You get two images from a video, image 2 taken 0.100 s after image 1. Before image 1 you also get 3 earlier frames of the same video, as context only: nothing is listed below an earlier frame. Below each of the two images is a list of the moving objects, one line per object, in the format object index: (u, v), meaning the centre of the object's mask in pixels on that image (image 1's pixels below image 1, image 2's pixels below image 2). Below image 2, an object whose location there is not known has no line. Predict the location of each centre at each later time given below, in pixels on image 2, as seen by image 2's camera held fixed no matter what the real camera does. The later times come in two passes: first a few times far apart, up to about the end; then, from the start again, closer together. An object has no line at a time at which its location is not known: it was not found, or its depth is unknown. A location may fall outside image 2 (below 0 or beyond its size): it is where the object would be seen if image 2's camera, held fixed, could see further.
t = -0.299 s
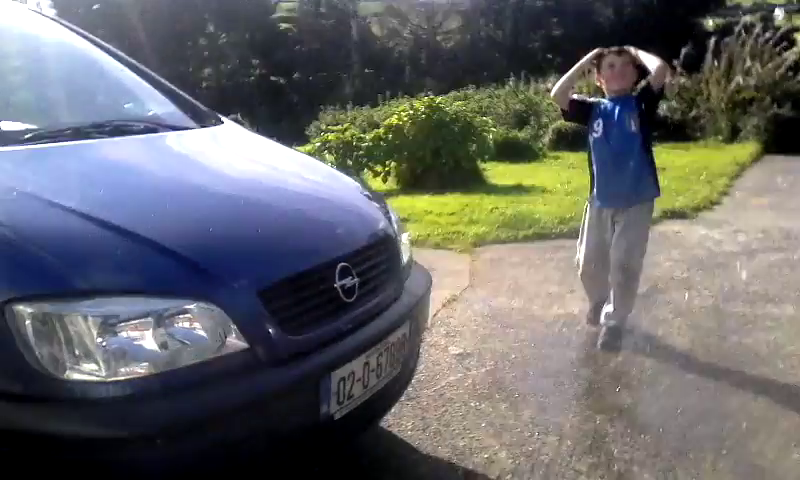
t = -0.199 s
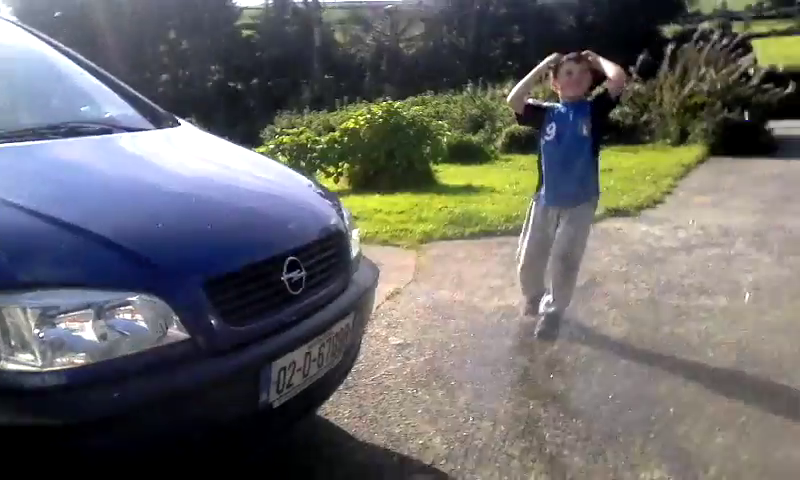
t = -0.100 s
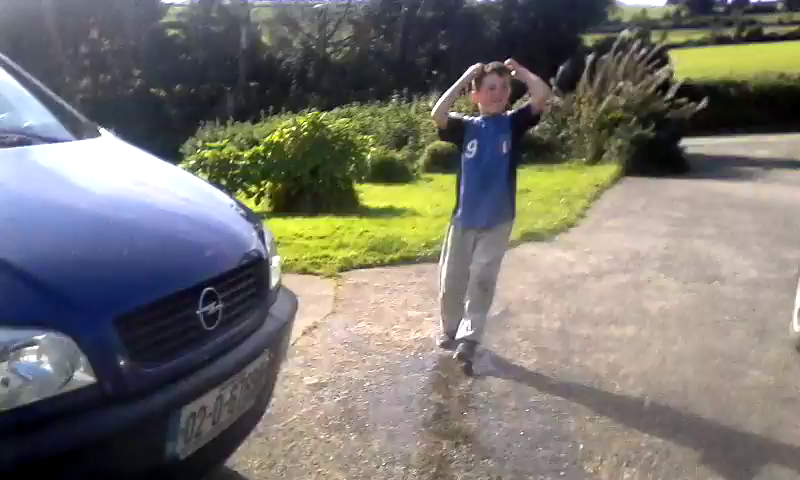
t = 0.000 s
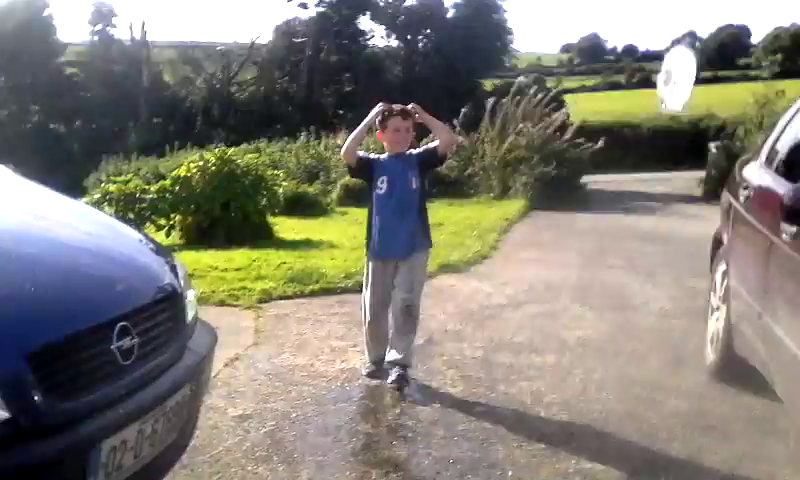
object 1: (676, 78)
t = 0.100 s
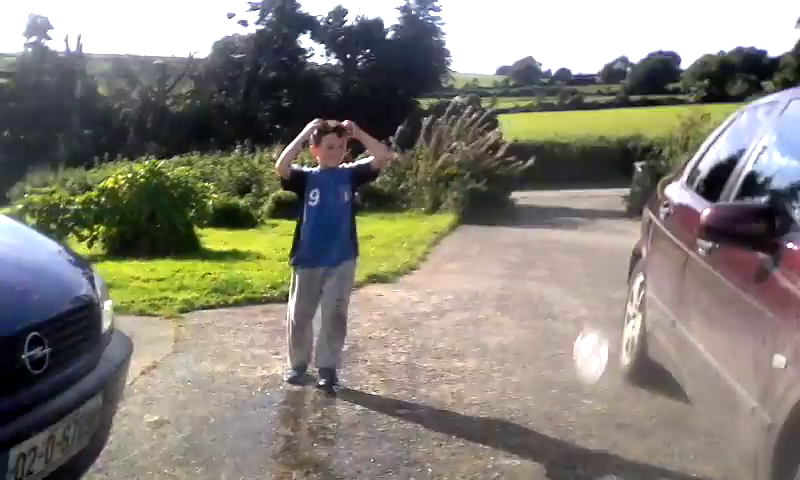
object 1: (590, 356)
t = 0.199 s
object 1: (594, 473)
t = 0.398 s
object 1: (619, 450)
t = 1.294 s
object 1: (646, 476)
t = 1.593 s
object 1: (638, 473)
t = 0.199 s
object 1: (594, 473)
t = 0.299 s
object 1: (607, 454)
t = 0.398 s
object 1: (619, 450)
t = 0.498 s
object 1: (632, 459)
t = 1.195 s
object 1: (648, 475)
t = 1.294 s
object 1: (646, 476)
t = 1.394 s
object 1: (643, 474)
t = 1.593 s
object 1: (638, 473)
